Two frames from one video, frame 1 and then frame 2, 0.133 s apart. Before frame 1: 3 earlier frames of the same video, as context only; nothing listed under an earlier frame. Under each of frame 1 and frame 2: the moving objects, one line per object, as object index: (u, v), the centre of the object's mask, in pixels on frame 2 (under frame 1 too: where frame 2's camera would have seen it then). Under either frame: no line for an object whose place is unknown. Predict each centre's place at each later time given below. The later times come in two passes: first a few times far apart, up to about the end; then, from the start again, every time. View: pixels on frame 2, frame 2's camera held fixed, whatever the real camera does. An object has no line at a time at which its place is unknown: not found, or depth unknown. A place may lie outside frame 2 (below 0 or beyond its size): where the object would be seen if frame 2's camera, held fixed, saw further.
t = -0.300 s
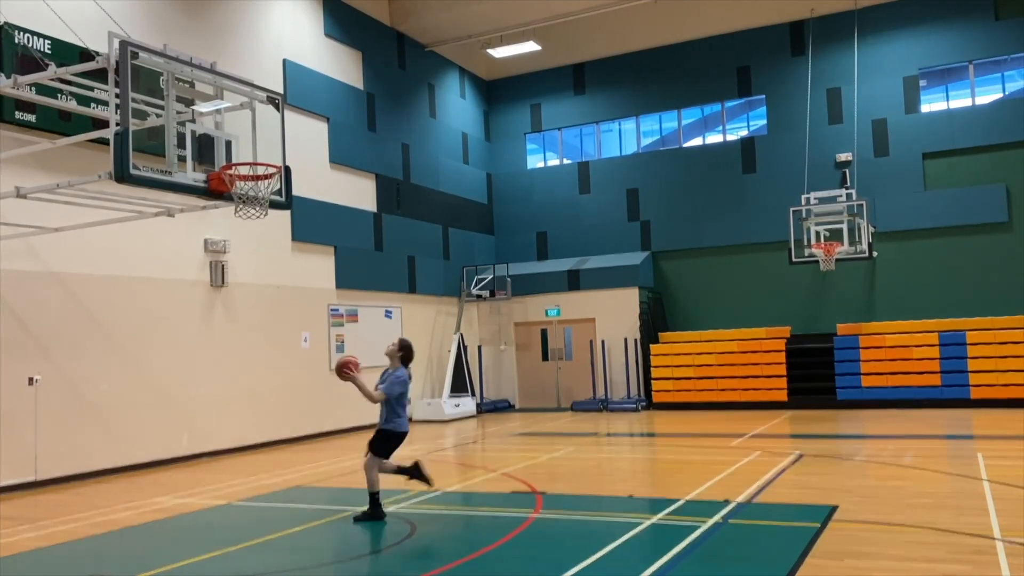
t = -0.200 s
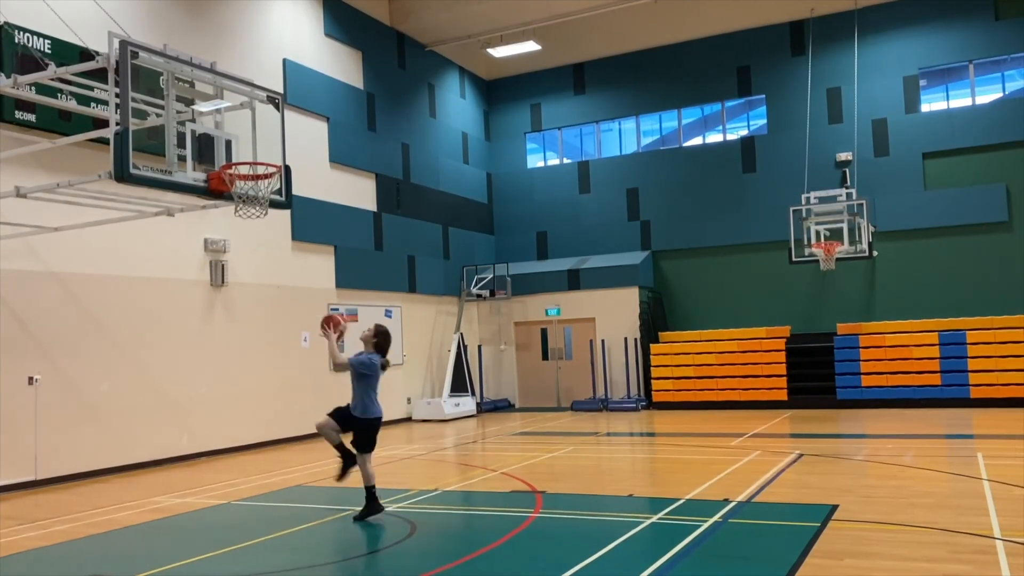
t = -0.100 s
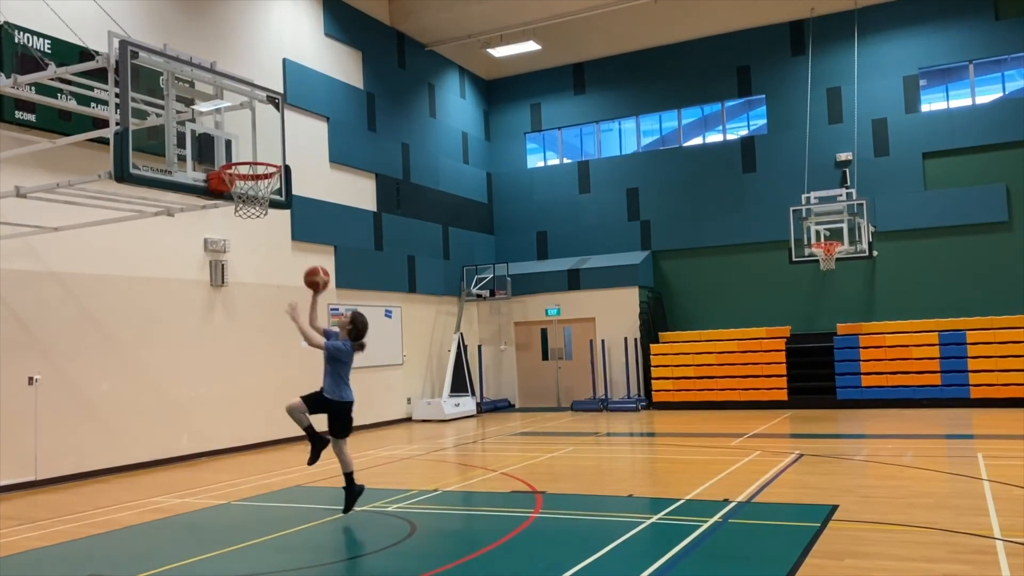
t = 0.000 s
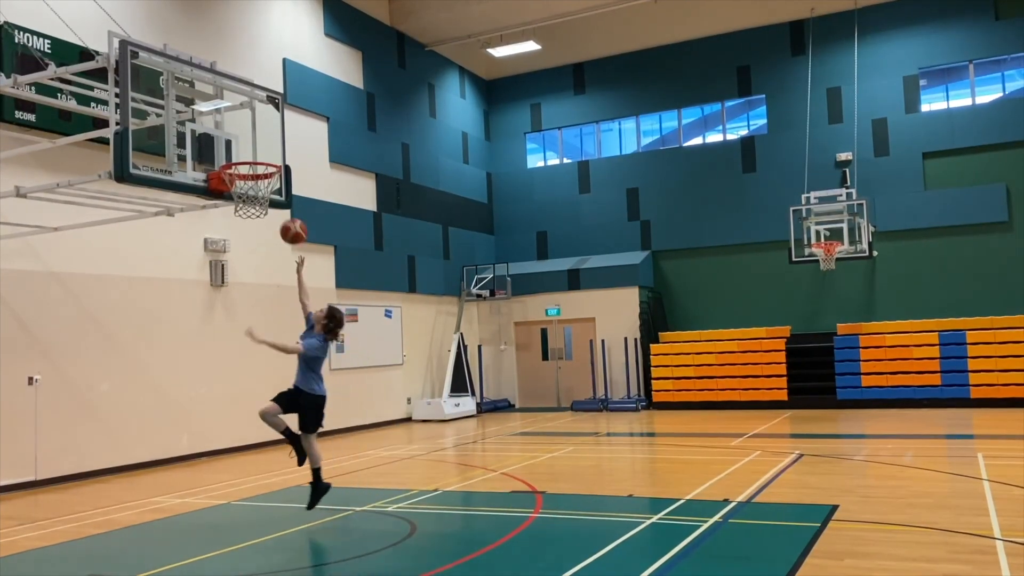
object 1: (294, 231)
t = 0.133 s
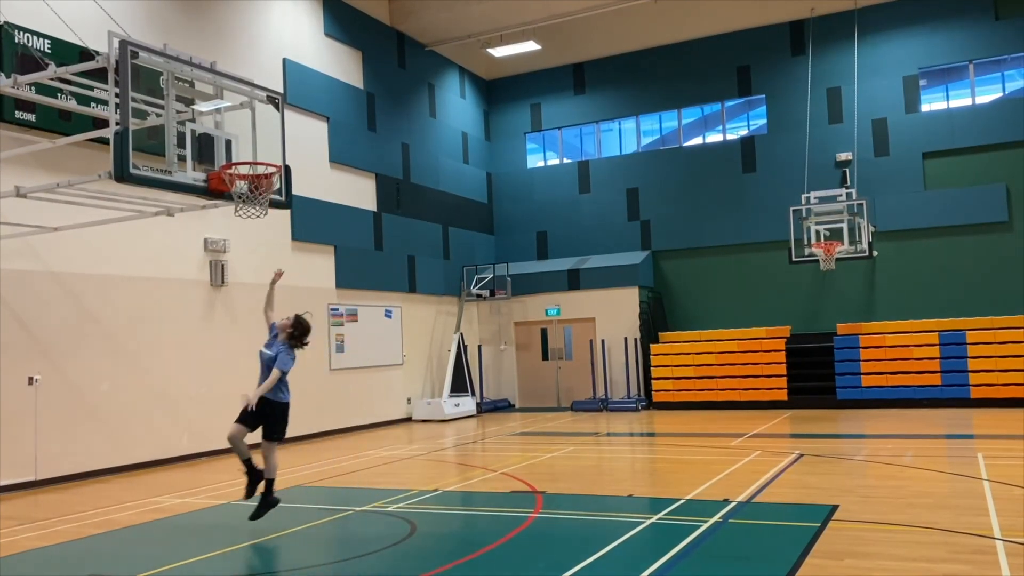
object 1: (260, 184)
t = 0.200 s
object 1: (247, 169)
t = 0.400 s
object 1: (247, 160)
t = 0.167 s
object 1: (251, 176)
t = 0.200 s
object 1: (247, 169)
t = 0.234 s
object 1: (247, 164)
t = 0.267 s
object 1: (247, 162)
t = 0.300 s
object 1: (247, 160)
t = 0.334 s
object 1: (248, 159)
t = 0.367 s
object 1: (247, 159)
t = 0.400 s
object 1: (247, 160)
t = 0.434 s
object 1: (247, 163)
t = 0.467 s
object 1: (248, 166)
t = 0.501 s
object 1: (248, 172)
